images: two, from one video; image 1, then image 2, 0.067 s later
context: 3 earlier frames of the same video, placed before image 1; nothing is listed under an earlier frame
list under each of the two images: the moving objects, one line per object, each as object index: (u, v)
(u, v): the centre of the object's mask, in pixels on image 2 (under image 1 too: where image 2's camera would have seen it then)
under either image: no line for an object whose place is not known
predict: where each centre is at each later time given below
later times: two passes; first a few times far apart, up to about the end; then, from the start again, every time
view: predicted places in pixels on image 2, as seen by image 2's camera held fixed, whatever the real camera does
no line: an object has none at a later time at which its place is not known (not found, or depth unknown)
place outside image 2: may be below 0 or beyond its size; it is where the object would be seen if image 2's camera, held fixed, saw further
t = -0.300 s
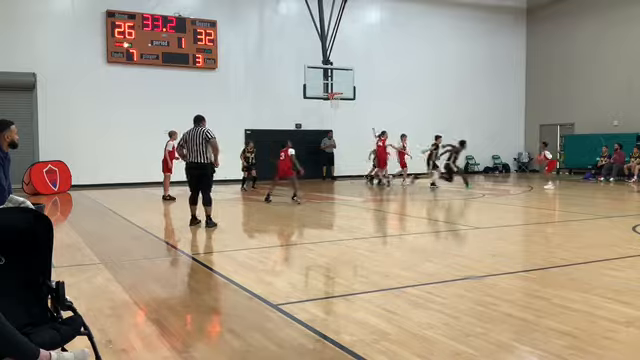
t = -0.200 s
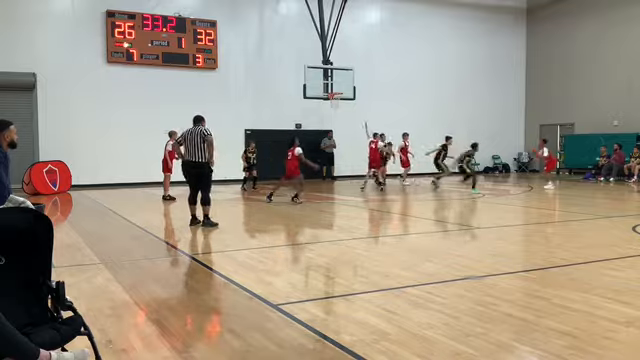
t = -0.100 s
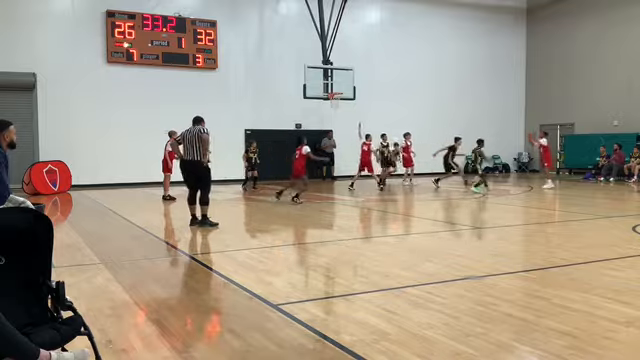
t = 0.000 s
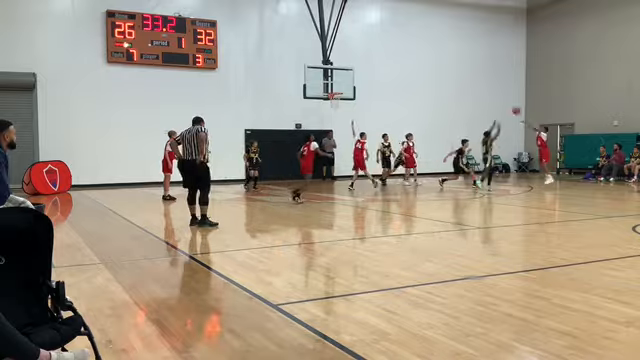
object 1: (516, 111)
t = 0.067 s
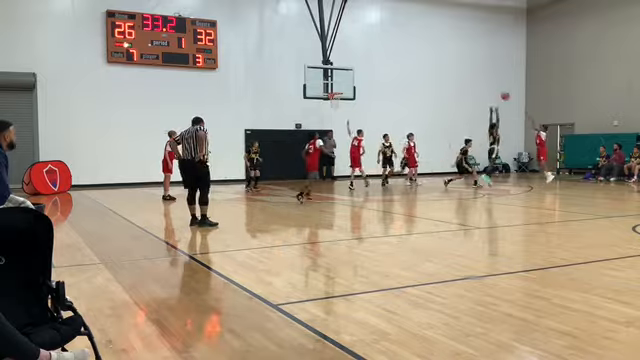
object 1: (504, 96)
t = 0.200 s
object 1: (483, 72)
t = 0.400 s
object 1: (452, 49)
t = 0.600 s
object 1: (422, 39)
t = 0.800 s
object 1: (393, 42)
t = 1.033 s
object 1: (362, 62)
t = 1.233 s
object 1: (337, 91)
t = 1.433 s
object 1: (326, 107)
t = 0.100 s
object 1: (499, 89)
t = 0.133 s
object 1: (494, 83)
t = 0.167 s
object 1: (488, 78)
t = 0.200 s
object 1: (483, 72)
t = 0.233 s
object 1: (478, 68)
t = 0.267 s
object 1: (472, 63)
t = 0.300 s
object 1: (467, 58)
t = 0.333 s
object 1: (462, 54)
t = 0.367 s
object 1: (457, 52)
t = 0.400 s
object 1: (452, 49)
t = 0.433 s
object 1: (447, 46)
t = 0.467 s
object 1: (442, 44)
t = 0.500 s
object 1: (436, 42)
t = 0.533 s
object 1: (431, 41)
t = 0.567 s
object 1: (427, 40)
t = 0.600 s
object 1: (422, 39)
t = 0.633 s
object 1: (417, 39)
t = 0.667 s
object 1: (412, 39)
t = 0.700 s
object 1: (407, 39)
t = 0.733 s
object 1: (403, 40)
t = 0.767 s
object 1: (398, 41)
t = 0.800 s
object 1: (393, 42)
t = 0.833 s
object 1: (389, 44)
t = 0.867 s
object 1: (384, 47)
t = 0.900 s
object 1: (380, 49)
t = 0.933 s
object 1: (375, 52)
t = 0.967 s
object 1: (371, 55)
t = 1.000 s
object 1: (366, 58)
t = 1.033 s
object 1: (362, 62)
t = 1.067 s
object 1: (358, 66)
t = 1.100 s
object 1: (353, 70)
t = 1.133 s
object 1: (349, 75)
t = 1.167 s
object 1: (345, 80)
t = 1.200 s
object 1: (340, 85)
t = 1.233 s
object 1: (337, 91)
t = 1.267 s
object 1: (336, 95)
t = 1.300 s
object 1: (330, 99)
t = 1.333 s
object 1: (329, 100)
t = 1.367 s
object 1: (328, 102)
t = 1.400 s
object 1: (327, 105)
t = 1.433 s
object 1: (326, 107)
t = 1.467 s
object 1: (325, 109)
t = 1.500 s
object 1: (323, 112)
